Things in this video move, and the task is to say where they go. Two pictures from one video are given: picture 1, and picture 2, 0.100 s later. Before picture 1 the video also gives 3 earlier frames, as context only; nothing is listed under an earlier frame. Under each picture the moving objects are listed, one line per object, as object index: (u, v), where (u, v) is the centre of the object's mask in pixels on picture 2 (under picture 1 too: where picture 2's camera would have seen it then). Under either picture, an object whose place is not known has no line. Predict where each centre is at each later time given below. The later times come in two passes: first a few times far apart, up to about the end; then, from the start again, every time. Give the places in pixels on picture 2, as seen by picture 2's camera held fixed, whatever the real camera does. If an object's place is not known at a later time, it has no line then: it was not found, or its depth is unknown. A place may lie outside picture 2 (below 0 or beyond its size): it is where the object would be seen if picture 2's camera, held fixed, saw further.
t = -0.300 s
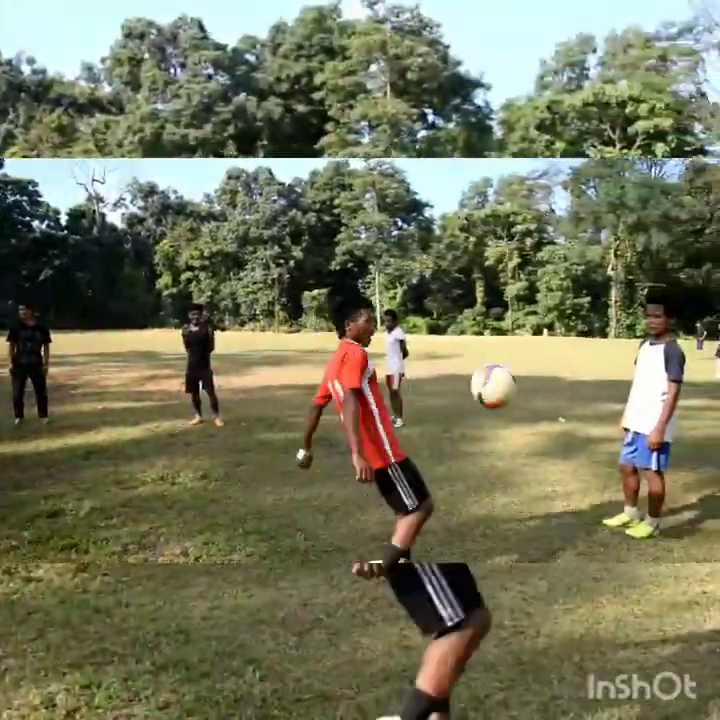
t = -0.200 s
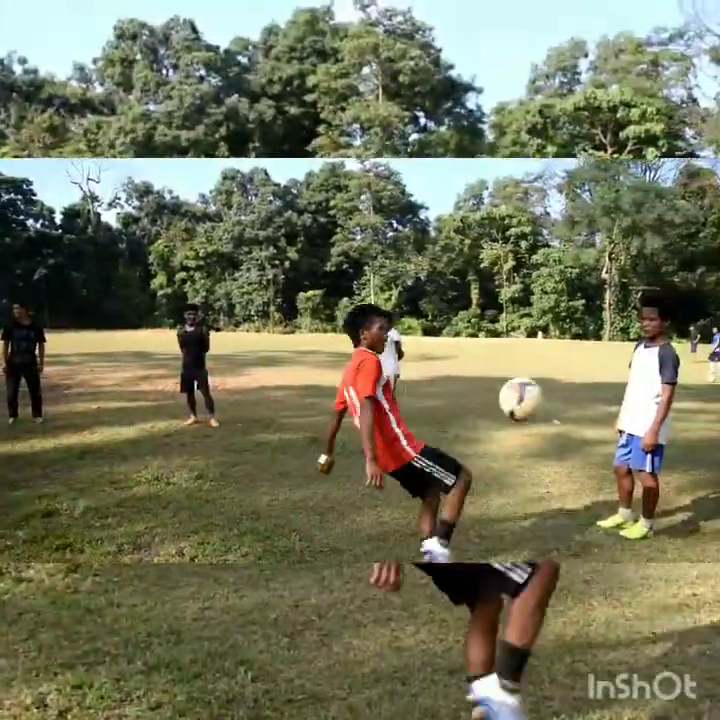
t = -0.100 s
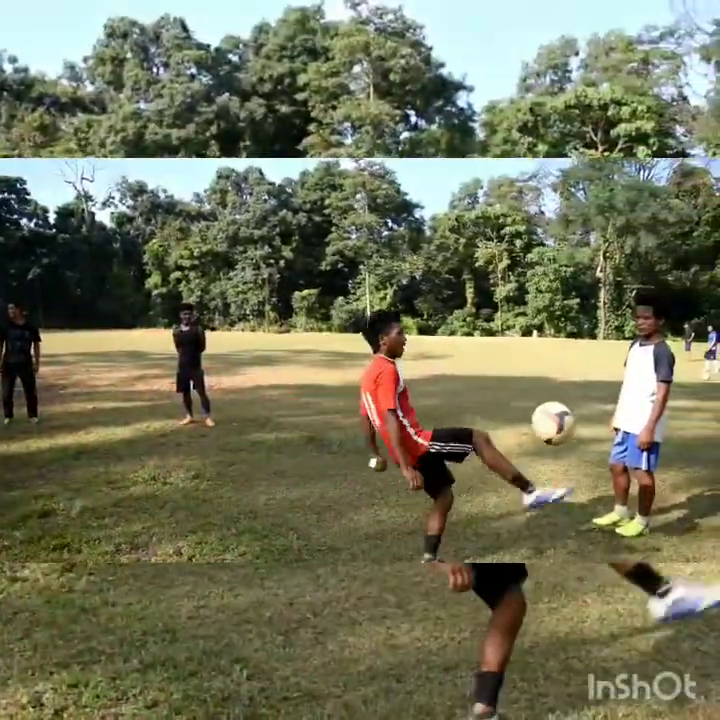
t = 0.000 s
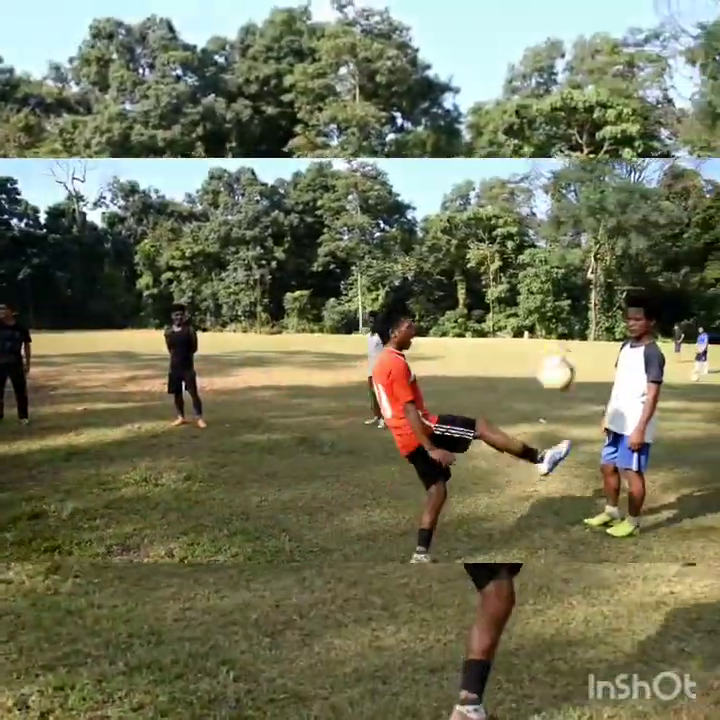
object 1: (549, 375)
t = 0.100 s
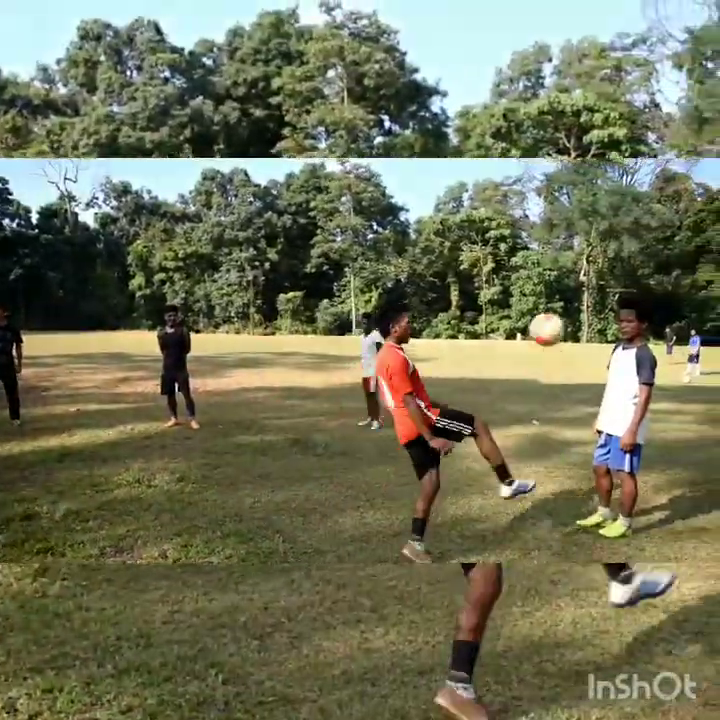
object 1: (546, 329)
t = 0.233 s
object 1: (543, 282)
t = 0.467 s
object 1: (536, 249)
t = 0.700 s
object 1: (527, 259)
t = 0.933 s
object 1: (523, 294)
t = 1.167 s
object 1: (518, 348)
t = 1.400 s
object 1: (510, 417)
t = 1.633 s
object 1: (502, 372)
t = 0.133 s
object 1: (546, 320)
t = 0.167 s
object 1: (545, 303)
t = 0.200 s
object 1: (546, 295)
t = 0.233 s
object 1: (543, 282)
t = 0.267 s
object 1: (543, 272)
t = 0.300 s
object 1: (542, 268)
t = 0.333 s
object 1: (542, 261)
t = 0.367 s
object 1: (542, 257)
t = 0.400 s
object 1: (541, 252)
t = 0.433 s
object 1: (536, 250)
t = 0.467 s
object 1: (536, 249)
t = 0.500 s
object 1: (534, 248)
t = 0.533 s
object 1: (533, 248)
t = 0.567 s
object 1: (531, 248)
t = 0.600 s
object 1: (529, 249)
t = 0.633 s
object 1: (528, 255)
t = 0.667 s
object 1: (528, 256)
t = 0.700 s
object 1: (527, 259)
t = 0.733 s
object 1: (527, 264)
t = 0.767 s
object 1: (527, 266)
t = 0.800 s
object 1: (526, 273)
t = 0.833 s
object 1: (525, 279)
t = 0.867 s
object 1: (524, 283)
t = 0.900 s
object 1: (524, 290)
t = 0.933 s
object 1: (523, 294)
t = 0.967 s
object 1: (522, 302)
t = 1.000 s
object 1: (523, 307)
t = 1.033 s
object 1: (520, 317)
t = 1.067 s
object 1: (519, 327)
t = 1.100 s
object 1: (519, 333)
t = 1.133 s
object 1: (518, 344)
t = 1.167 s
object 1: (518, 348)
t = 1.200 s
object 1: (517, 363)
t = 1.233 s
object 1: (514, 379)
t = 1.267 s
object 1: (513, 391)
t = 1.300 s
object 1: (512, 397)
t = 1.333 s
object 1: (511, 410)
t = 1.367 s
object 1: (511, 417)
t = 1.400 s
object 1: (510, 417)
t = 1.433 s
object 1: (508, 406)
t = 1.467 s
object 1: (508, 401)
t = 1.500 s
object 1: (507, 392)
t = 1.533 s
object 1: (506, 387)
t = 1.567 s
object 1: (503, 382)
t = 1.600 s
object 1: (504, 379)
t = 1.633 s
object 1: (502, 372)
